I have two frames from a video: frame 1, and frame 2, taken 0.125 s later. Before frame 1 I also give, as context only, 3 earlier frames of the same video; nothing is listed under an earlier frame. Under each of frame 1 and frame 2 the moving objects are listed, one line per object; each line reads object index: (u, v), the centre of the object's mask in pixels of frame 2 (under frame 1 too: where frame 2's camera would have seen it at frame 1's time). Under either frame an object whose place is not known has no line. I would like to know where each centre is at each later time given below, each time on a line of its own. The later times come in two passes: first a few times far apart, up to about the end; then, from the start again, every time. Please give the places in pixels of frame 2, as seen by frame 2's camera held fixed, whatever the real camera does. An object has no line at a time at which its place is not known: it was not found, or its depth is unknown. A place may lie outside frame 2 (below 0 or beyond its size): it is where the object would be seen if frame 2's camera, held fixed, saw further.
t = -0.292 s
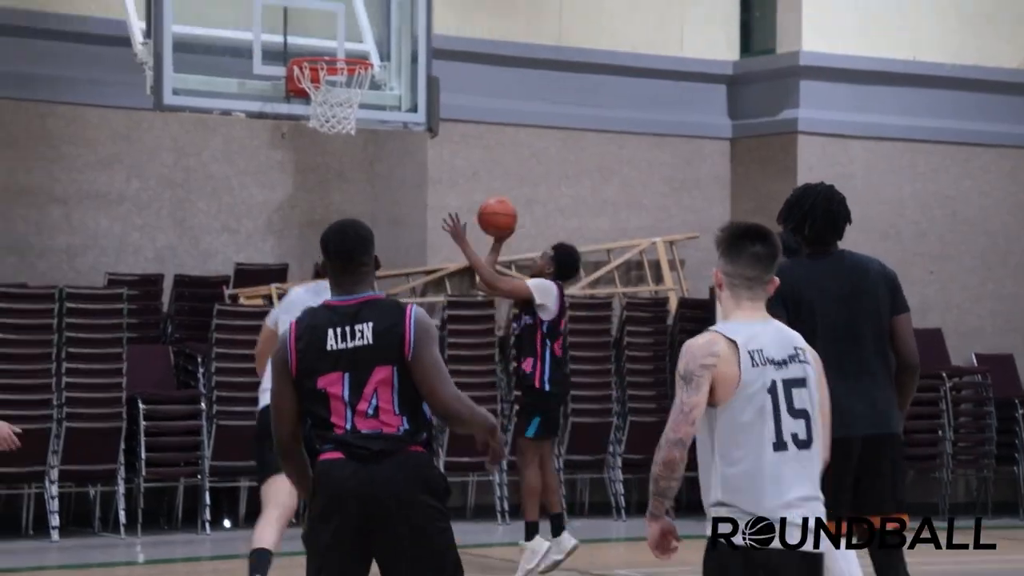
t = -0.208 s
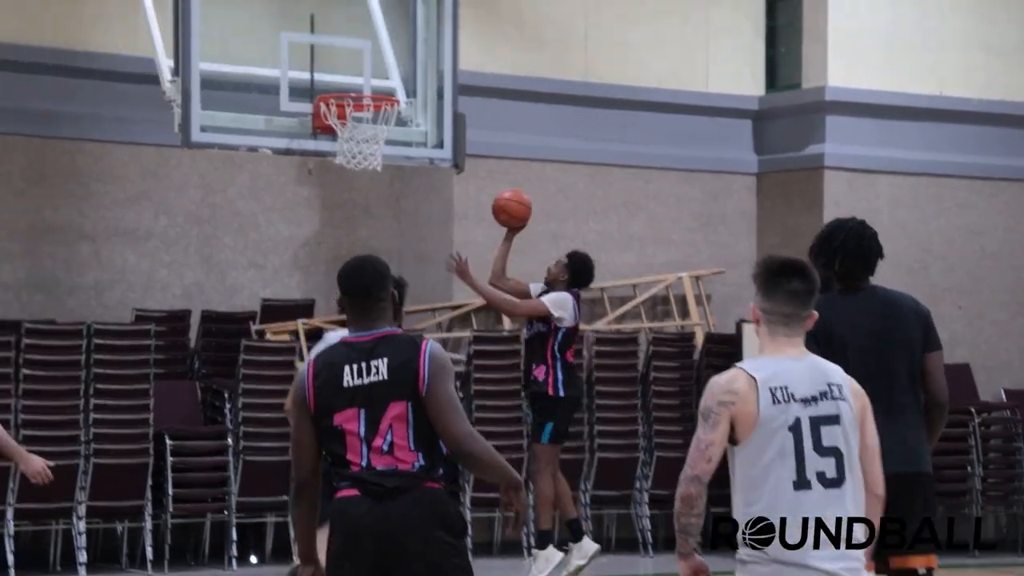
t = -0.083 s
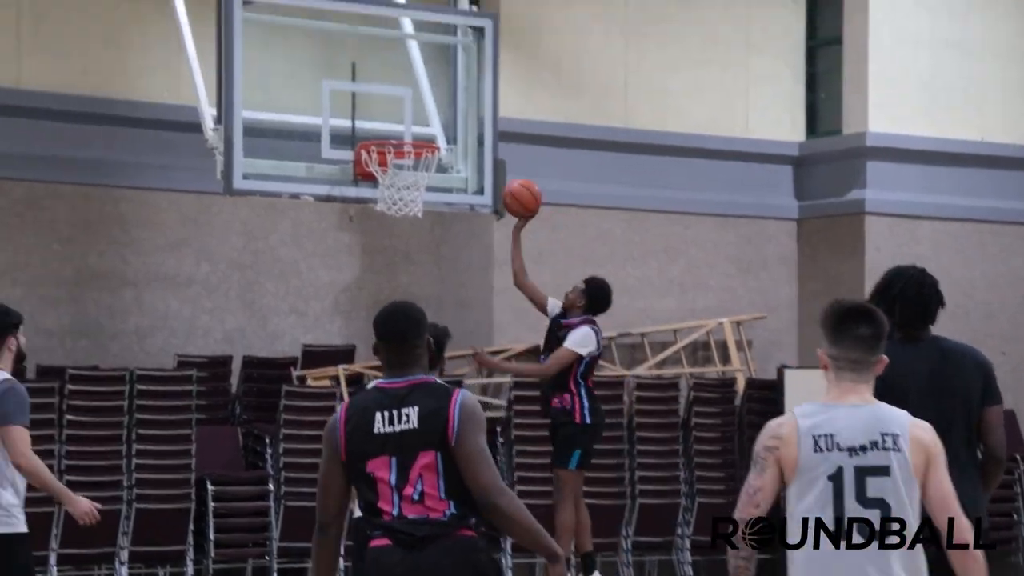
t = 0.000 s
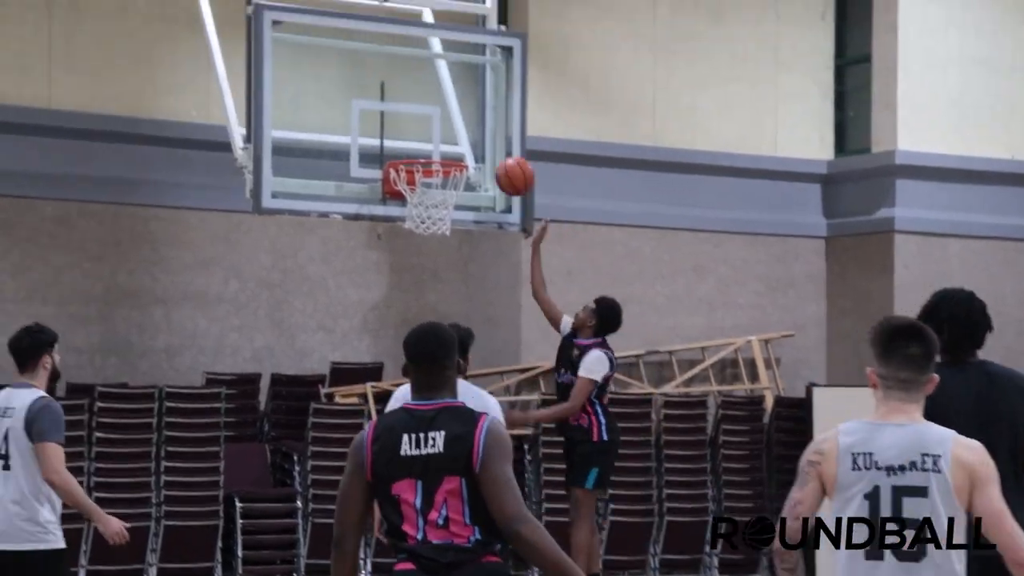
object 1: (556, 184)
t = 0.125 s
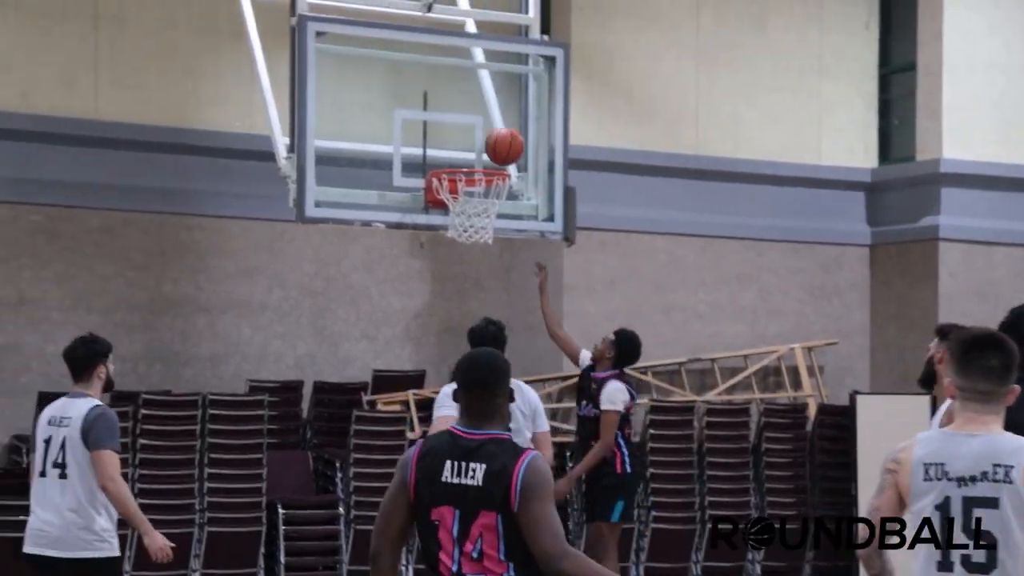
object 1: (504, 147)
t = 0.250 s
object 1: (487, 138)
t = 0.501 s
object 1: (471, 195)
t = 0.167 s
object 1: (492, 140)
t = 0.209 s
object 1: (489, 138)
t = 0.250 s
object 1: (487, 138)
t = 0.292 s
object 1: (484, 142)
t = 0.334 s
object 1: (480, 149)
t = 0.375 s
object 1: (478, 155)
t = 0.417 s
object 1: (475, 170)
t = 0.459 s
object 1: (475, 186)
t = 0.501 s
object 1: (471, 195)
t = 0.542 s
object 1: (476, 196)
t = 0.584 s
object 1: (478, 212)
